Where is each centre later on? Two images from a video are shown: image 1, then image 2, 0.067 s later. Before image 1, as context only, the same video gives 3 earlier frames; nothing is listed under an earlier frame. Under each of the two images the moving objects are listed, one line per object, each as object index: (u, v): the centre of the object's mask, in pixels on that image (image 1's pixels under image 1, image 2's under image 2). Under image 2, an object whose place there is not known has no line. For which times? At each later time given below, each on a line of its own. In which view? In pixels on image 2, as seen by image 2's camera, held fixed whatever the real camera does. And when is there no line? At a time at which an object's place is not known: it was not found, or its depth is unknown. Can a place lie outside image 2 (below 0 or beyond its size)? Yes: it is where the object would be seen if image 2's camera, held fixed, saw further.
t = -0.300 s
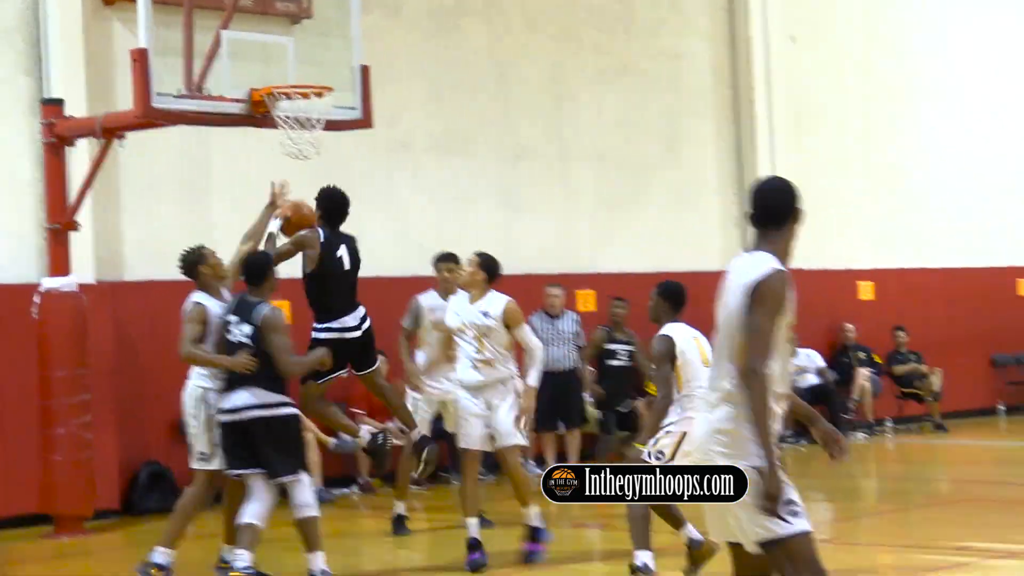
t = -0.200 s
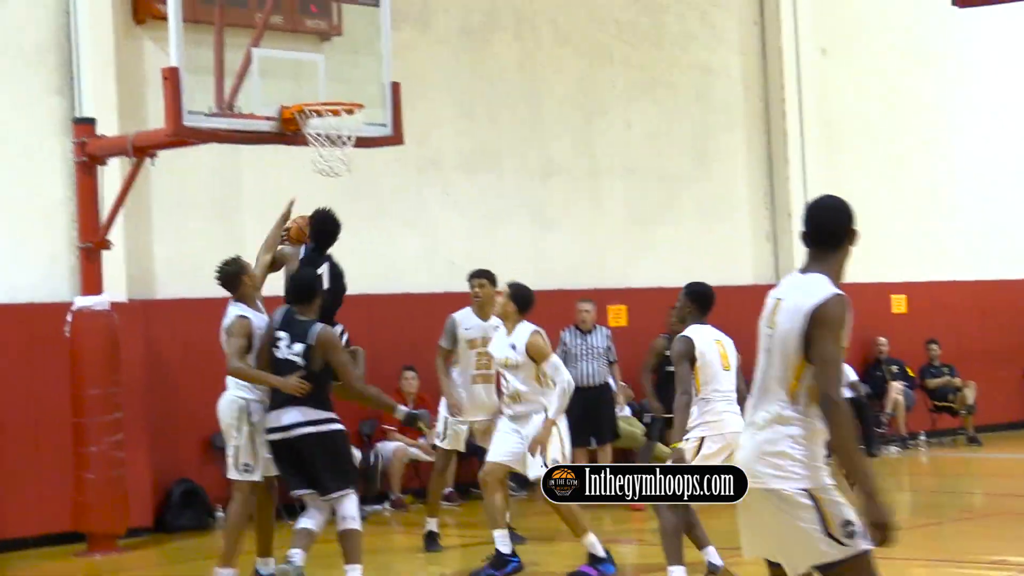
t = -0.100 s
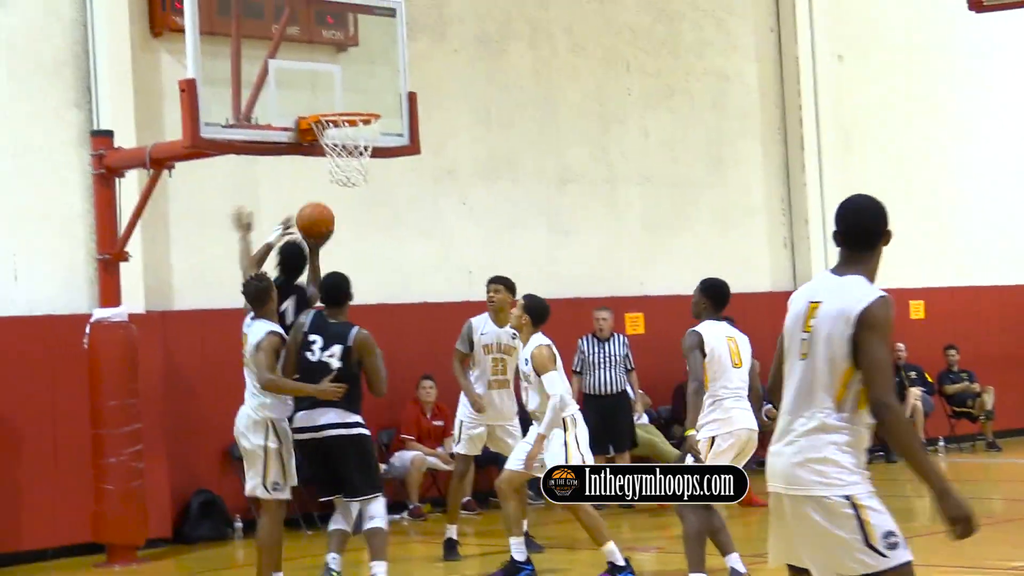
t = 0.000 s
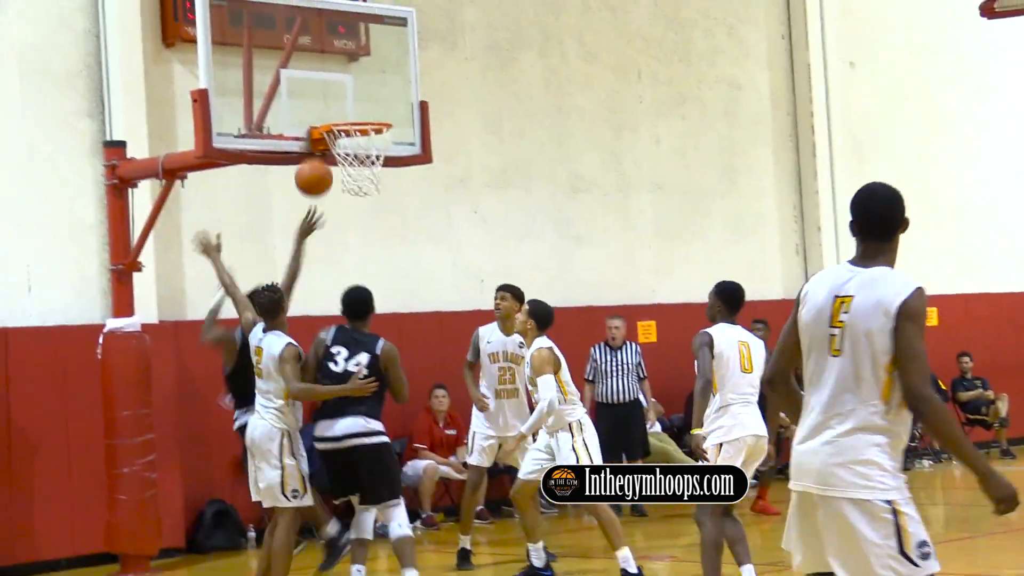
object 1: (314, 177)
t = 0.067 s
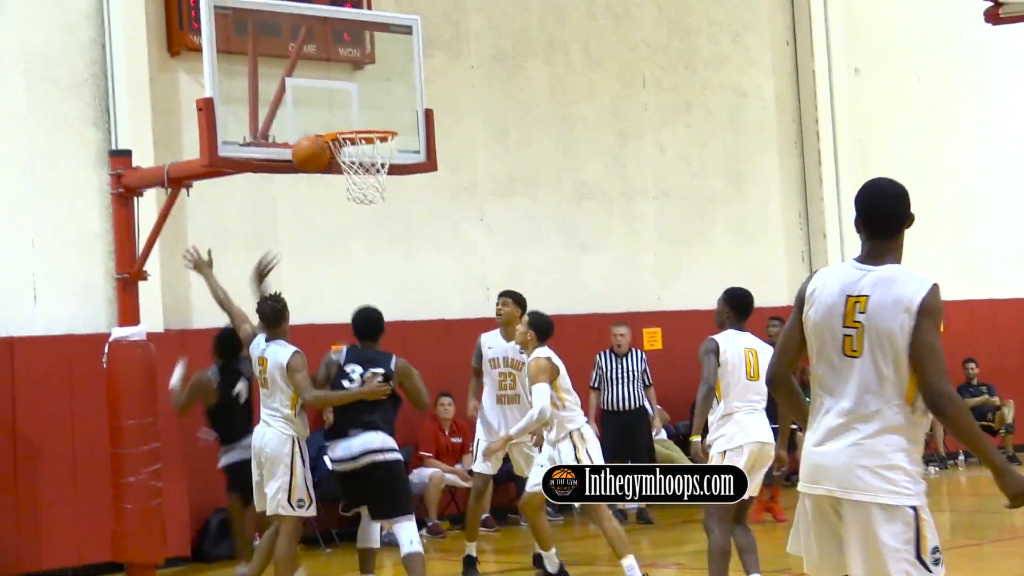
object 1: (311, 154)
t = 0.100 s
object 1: (307, 140)
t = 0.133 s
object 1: (302, 127)
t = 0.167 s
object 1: (299, 117)
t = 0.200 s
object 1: (295, 109)
